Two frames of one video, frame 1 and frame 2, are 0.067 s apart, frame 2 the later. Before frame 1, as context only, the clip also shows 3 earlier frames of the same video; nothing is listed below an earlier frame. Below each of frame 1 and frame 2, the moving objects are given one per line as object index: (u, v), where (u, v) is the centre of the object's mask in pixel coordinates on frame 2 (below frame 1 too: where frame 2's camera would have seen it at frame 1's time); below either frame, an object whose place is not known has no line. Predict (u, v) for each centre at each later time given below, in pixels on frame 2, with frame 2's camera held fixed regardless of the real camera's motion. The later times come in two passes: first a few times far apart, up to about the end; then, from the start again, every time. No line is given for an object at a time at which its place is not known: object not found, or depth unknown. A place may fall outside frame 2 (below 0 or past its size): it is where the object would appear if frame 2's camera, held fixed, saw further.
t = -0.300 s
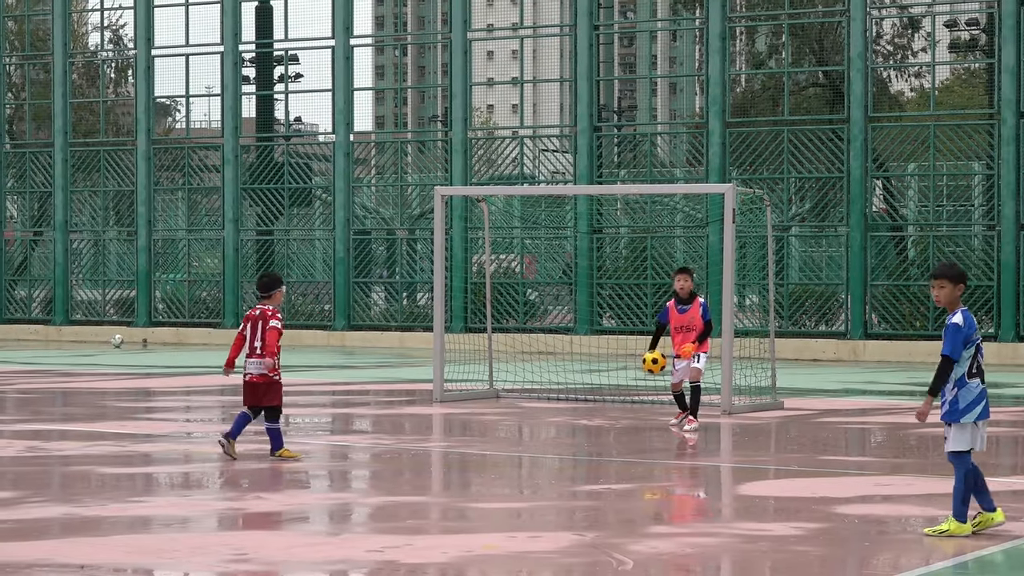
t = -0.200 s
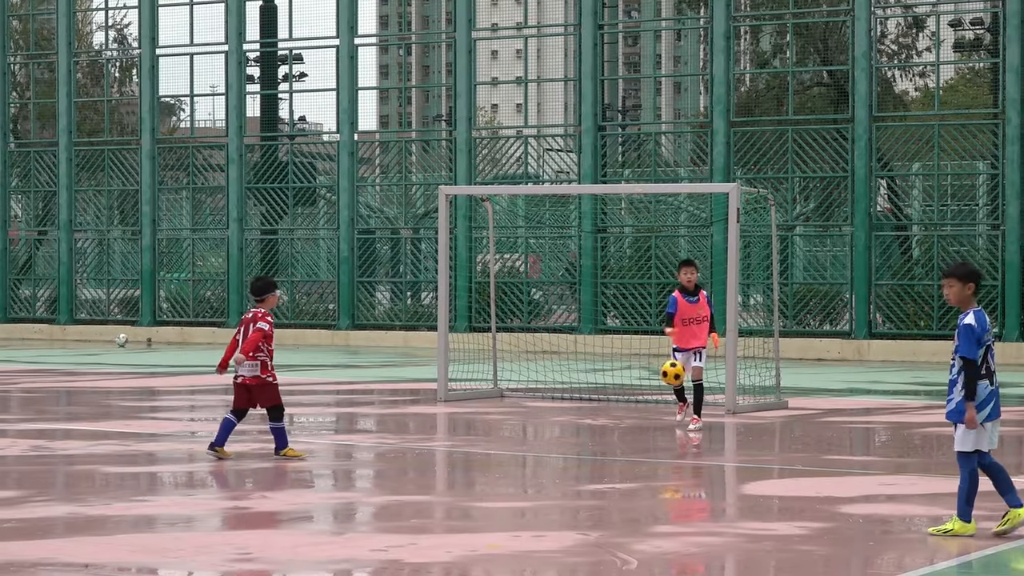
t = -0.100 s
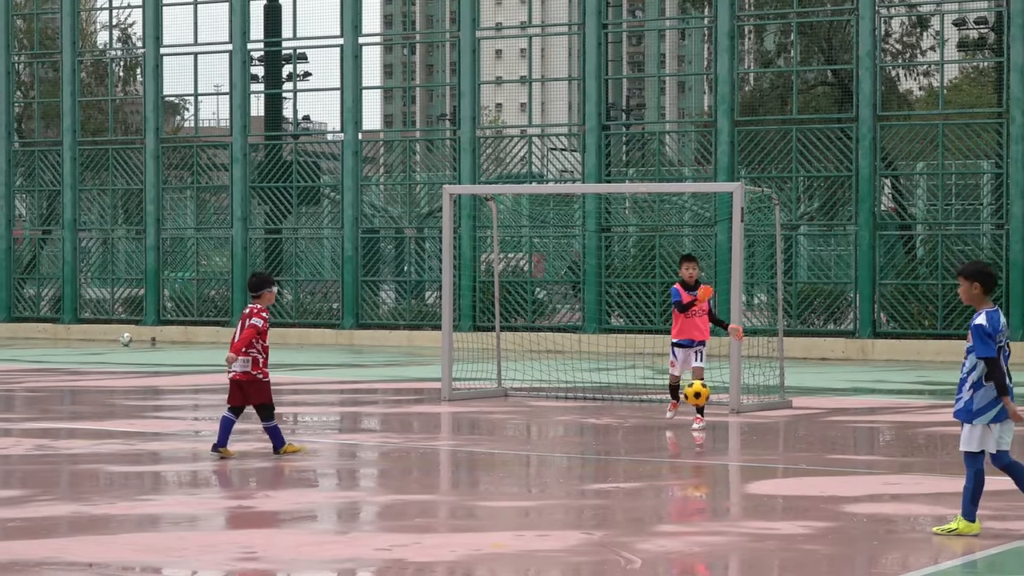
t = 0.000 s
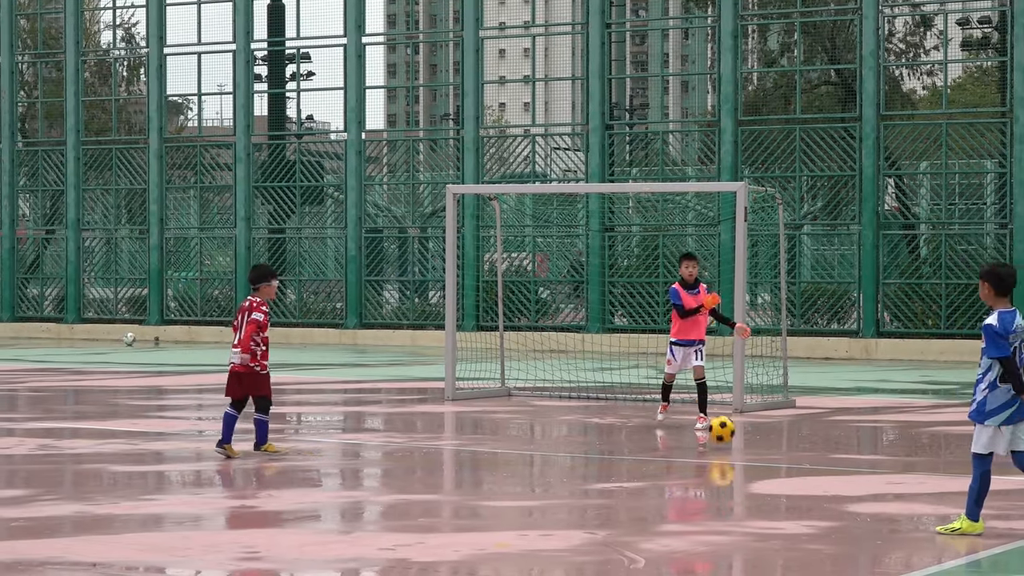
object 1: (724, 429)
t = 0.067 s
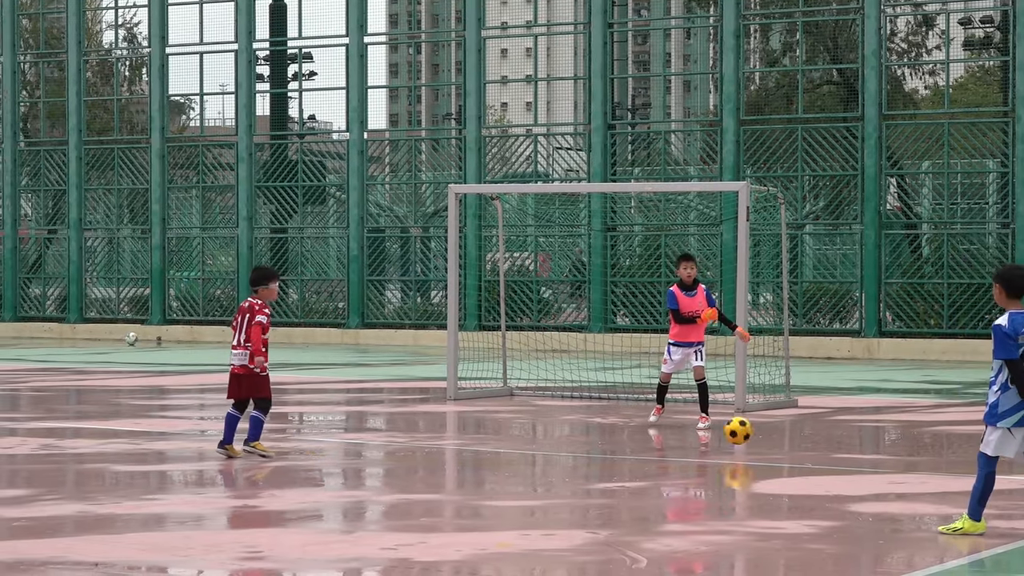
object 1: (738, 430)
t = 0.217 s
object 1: (772, 423)
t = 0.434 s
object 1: (826, 456)
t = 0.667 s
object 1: (894, 475)
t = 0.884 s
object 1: (969, 493)
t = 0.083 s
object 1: (742, 428)
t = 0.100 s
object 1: (745, 426)
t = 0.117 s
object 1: (749, 425)
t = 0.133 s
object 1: (753, 423)
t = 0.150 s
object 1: (756, 422)
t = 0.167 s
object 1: (760, 422)
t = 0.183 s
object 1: (764, 422)
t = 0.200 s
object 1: (768, 422)
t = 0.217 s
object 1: (772, 423)
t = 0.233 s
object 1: (775, 424)
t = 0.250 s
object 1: (779, 425)
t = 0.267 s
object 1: (784, 428)
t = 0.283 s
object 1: (788, 431)
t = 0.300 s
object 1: (791, 433)
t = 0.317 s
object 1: (796, 437)
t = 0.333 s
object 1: (799, 441)
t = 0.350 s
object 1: (803, 445)
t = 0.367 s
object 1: (808, 450)
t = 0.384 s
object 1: (812, 455)
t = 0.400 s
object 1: (817, 459)
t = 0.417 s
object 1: (821, 458)
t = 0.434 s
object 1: (826, 456)
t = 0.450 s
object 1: (830, 455)
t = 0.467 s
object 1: (834, 454)
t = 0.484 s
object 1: (839, 453)
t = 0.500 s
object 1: (844, 453)
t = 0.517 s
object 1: (849, 454)
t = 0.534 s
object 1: (853, 455)
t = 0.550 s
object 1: (858, 457)
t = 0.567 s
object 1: (863, 458)
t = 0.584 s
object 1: (868, 461)
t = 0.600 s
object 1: (873, 464)
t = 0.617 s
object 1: (878, 467)
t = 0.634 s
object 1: (884, 471)
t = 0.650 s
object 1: (889, 475)
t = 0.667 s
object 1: (894, 475)
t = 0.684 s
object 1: (900, 475)
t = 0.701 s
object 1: (905, 475)
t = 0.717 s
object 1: (911, 475)
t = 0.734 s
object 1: (916, 475)
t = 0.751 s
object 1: (922, 477)
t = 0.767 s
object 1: (927, 479)
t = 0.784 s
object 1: (933, 481)
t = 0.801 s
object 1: (939, 485)
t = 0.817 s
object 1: (945, 488)
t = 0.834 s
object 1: (951, 490)
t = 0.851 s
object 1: (957, 491)
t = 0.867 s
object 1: (962, 491)
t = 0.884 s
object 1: (969, 493)
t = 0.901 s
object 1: (975, 495)
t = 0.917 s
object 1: (982, 498)
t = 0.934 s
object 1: (989, 501)
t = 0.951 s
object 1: (995, 501)
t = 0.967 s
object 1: (1002, 502)
